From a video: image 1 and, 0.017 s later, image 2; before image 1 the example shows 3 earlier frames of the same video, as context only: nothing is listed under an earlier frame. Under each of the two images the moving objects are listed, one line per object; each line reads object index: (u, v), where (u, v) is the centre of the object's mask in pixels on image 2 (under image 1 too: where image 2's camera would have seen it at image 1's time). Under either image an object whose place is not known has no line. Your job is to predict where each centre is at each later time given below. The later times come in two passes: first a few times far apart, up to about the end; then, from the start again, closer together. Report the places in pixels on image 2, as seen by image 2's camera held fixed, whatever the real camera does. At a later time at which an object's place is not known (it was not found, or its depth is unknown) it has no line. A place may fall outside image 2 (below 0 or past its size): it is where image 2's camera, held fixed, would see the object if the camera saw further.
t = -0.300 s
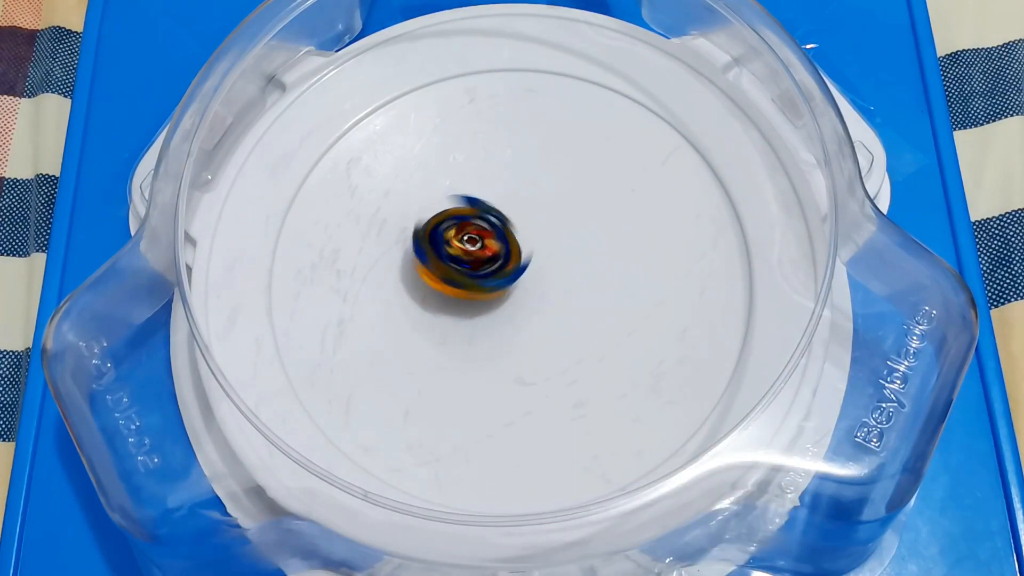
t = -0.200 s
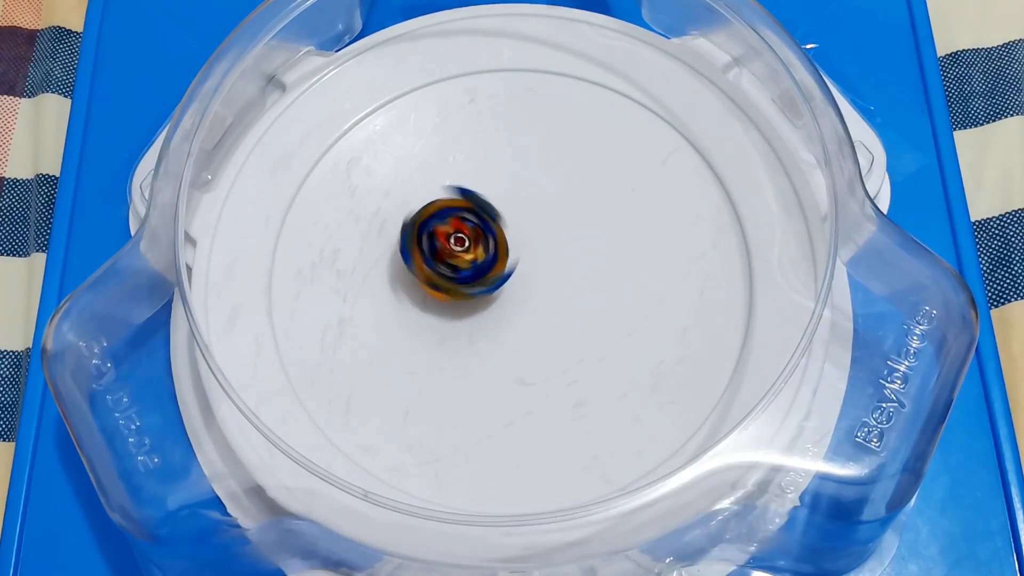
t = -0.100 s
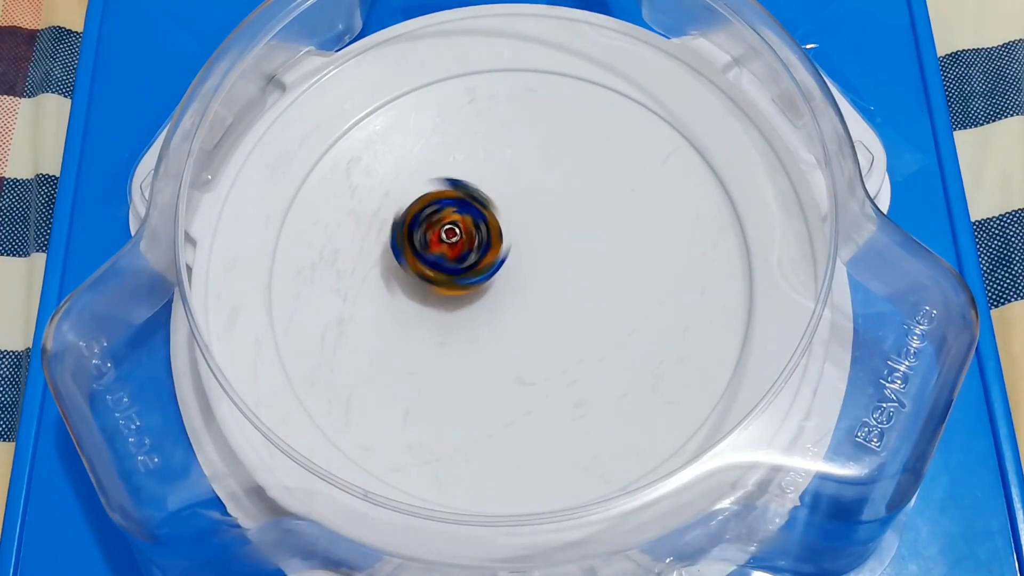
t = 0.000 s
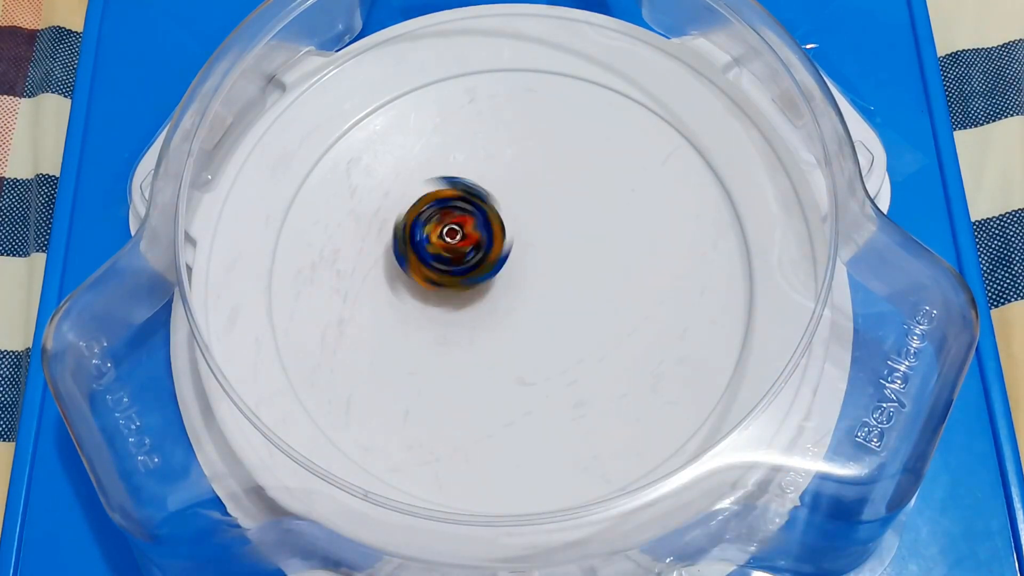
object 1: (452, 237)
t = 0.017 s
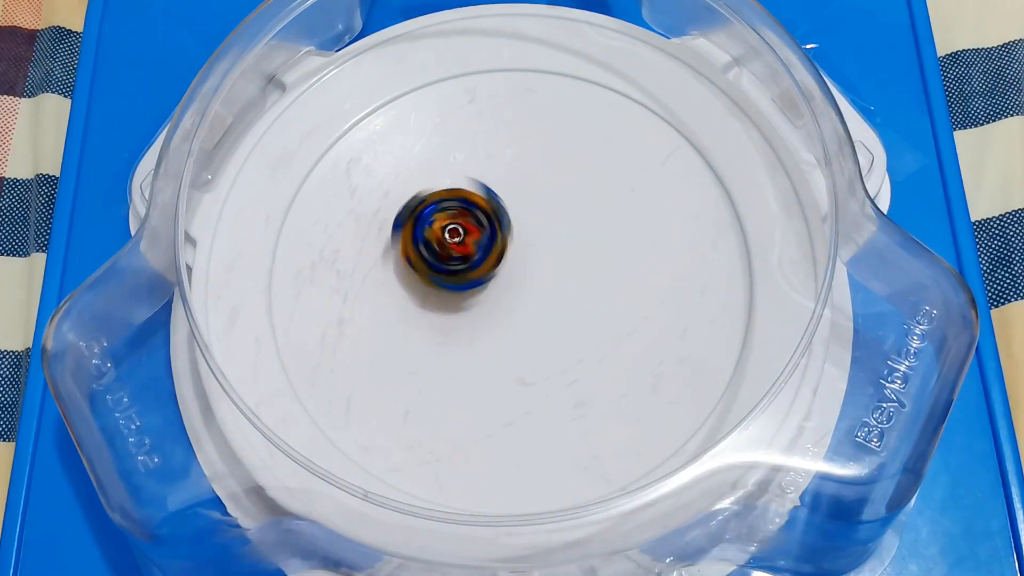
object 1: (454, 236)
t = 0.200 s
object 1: (456, 258)
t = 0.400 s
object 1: (450, 292)
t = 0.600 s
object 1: (458, 300)
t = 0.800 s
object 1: (465, 298)
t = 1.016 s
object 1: (472, 308)
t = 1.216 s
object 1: (476, 308)
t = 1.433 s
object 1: (504, 311)
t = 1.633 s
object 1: (532, 302)
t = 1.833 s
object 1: (529, 309)
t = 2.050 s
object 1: (528, 312)
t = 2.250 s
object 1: (528, 306)
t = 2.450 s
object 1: (520, 308)
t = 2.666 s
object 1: (534, 298)
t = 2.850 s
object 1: (507, 298)
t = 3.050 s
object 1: (513, 293)
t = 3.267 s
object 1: (520, 286)
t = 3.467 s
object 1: (524, 285)
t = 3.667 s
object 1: (526, 286)
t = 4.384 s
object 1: (526, 286)
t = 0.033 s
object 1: (456, 238)
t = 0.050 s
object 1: (458, 239)
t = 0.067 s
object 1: (459, 241)
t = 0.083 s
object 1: (460, 244)
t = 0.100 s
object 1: (460, 246)
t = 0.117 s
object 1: (459, 249)
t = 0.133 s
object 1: (457, 252)
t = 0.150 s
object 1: (455, 253)
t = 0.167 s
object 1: (454, 255)
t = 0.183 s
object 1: (454, 256)
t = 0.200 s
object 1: (456, 258)
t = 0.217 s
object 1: (459, 258)
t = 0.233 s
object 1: (461, 260)
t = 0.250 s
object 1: (462, 263)
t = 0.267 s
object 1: (463, 266)
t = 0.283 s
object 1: (463, 271)
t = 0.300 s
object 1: (462, 274)
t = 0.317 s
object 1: (461, 276)
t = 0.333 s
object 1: (460, 280)
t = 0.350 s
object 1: (458, 284)
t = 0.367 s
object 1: (457, 286)
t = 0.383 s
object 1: (453, 290)
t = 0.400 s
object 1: (450, 292)
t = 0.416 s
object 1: (449, 294)
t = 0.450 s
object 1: (449, 294)
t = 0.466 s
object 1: (449, 296)
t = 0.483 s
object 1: (449, 295)
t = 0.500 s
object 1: (451, 296)
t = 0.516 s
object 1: (452, 297)
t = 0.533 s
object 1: (454, 297)
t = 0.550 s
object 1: (456, 298)
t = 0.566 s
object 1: (457, 300)
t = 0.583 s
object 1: (458, 301)
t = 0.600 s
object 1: (458, 300)
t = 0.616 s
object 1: (457, 300)
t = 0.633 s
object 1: (457, 299)
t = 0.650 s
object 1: (456, 298)
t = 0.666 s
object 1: (457, 298)
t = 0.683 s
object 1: (457, 297)
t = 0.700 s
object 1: (458, 296)
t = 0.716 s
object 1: (459, 297)
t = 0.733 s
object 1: (460, 297)
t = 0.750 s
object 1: (461, 296)
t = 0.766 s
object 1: (462, 298)
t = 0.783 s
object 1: (463, 298)
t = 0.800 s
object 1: (465, 298)
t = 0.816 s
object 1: (466, 300)
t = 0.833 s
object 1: (467, 301)
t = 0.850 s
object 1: (468, 303)
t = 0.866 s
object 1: (468, 304)
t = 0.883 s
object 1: (468, 306)
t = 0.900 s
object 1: (467, 306)
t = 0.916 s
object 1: (468, 307)
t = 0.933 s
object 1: (468, 308)
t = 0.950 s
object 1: (468, 308)
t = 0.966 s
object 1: (469, 308)
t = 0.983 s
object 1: (469, 308)
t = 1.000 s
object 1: (471, 308)
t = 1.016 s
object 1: (472, 308)
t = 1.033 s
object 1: (473, 309)
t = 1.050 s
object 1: (473, 310)
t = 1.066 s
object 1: (474, 310)
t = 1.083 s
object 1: (475, 310)
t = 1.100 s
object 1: (477, 312)
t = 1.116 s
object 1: (478, 313)
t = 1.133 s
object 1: (479, 313)
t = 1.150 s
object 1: (480, 314)
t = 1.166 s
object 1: (480, 313)
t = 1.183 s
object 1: (478, 311)
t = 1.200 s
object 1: (477, 311)
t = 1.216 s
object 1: (476, 308)
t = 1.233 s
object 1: (475, 305)
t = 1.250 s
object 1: (477, 303)
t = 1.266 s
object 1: (479, 300)
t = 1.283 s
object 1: (482, 298)
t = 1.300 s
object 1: (485, 296)
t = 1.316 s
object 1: (490, 296)
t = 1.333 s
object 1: (494, 296)
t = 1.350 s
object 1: (497, 297)
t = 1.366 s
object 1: (500, 299)
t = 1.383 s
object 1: (503, 302)
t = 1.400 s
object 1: (504, 306)
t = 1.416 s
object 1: (504, 309)
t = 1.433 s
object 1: (504, 311)
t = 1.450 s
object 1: (502, 310)
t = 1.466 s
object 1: (503, 306)
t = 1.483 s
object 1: (505, 304)
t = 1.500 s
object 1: (508, 301)
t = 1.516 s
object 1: (512, 298)
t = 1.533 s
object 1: (516, 297)
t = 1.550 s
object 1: (519, 297)
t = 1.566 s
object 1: (522, 297)
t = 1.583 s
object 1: (525, 297)
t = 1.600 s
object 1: (528, 297)
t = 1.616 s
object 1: (531, 299)
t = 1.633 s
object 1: (532, 302)
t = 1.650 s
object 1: (532, 304)
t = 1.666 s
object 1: (532, 306)
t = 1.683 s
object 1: (531, 309)
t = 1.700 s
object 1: (529, 312)
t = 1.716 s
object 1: (526, 314)
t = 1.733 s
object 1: (523, 315)
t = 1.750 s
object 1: (521, 315)
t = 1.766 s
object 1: (521, 312)
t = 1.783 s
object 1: (523, 310)
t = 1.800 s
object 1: (524, 310)
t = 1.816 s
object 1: (526, 309)
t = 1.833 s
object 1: (529, 309)
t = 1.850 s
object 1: (531, 309)
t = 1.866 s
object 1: (533, 308)
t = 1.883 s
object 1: (533, 307)
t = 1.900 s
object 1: (534, 308)
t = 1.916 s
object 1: (533, 309)
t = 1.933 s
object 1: (532, 310)
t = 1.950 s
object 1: (532, 311)
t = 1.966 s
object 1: (531, 311)
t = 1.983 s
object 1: (531, 312)
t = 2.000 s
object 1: (530, 312)
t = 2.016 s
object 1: (530, 312)
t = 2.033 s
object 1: (529, 312)
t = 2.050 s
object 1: (528, 312)
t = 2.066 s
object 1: (527, 312)
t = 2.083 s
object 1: (526, 310)
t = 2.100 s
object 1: (524, 309)
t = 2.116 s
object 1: (522, 309)
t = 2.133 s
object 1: (520, 308)
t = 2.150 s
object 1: (519, 305)
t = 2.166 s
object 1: (521, 304)
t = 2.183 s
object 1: (522, 304)
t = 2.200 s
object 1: (523, 304)
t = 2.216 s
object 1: (524, 304)
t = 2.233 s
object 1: (525, 304)
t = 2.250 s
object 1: (528, 306)
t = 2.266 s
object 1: (529, 306)
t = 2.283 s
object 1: (531, 306)
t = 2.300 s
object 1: (531, 305)
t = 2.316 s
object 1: (530, 306)
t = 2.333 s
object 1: (529, 307)
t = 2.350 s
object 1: (527, 307)
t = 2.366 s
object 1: (525, 307)
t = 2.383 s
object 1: (525, 308)
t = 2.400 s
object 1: (523, 308)
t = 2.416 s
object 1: (522, 308)
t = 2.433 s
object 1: (521, 308)
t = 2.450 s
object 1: (520, 308)
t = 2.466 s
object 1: (518, 307)
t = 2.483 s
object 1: (518, 306)
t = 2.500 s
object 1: (519, 305)
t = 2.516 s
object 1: (520, 305)
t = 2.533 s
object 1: (521, 304)
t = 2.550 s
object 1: (523, 302)
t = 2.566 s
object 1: (524, 301)
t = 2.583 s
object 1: (527, 299)
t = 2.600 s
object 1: (529, 299)
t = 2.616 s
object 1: (530, 298)
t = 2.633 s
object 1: (532, 298)
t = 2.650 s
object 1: (533, 298)
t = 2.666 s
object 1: (534, 298)
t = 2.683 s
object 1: (533, 299)
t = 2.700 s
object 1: (531, 300)
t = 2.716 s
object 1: (526, 299)
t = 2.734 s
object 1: (520, 300)
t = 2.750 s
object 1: (517, 300)
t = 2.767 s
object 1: (513, 300)
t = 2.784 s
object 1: (511, 301)
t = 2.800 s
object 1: (510, 300)
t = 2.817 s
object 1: (509, 299)
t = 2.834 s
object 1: (508, 299)
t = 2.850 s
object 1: (507, 298)
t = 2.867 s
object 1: (507, 295)
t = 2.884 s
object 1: (507, 295)
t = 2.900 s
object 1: (509, 294)
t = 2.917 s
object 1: (510, 295)
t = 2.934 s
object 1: (510, 295)
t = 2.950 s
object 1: (511, 295)
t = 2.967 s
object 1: (511, 295)
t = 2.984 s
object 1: (511, 295)
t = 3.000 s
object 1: (511, 295)
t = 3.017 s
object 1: (512, 294)
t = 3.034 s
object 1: (513, 294)
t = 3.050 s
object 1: (513, 293)
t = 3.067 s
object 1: (513, 292)
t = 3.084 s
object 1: (514, 292)
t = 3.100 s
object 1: (515, 293)
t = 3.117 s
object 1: (517, 292)
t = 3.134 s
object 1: (517, 291)
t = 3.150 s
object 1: (517, 289)
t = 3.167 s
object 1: (518, 287)
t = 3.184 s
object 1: (518, 287)
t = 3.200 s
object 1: (519, 286)
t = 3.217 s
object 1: (520, 287)
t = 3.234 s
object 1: (520, 288)
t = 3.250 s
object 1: (520, 286)
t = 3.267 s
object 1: (520, 286)
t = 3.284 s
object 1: (519, 285)
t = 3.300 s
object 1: (519, 285)
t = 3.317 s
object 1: (519, 285)
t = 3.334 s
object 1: (518, 285)
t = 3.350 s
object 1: (518, 285)
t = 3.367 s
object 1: (518, 285)
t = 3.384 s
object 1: (519, 285)
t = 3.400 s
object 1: (519, 285)
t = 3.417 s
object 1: (520, 285)
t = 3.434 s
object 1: (521, 285)
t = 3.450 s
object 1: (522, 286)
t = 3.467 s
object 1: (524, 285)
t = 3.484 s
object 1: (525, 286)
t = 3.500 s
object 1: (526, 286)
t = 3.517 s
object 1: (528, 286)
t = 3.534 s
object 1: (529, 285)
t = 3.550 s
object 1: (530, 285)
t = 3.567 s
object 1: (531, 285)
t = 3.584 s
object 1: (531, 285)
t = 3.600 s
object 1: (530, 285)
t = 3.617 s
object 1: (529, 285)
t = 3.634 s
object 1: (528, 286)
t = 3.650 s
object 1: (527, 286)
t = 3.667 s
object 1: (526, 286)
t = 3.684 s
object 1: (525, 285)
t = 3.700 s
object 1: (524, 286)
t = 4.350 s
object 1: (526, 286)
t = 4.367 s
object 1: (526, 286)
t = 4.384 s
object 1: (526, 286)
